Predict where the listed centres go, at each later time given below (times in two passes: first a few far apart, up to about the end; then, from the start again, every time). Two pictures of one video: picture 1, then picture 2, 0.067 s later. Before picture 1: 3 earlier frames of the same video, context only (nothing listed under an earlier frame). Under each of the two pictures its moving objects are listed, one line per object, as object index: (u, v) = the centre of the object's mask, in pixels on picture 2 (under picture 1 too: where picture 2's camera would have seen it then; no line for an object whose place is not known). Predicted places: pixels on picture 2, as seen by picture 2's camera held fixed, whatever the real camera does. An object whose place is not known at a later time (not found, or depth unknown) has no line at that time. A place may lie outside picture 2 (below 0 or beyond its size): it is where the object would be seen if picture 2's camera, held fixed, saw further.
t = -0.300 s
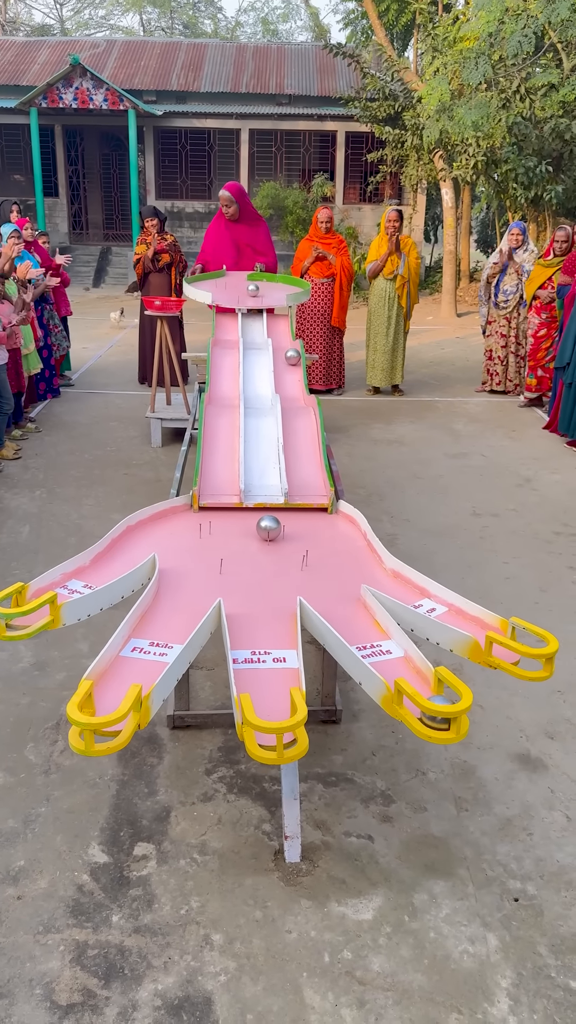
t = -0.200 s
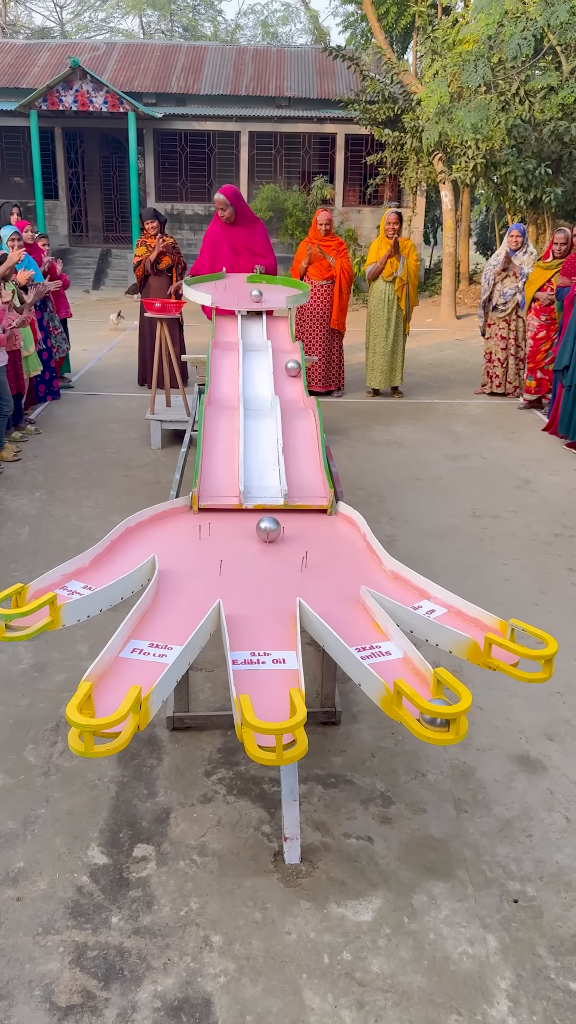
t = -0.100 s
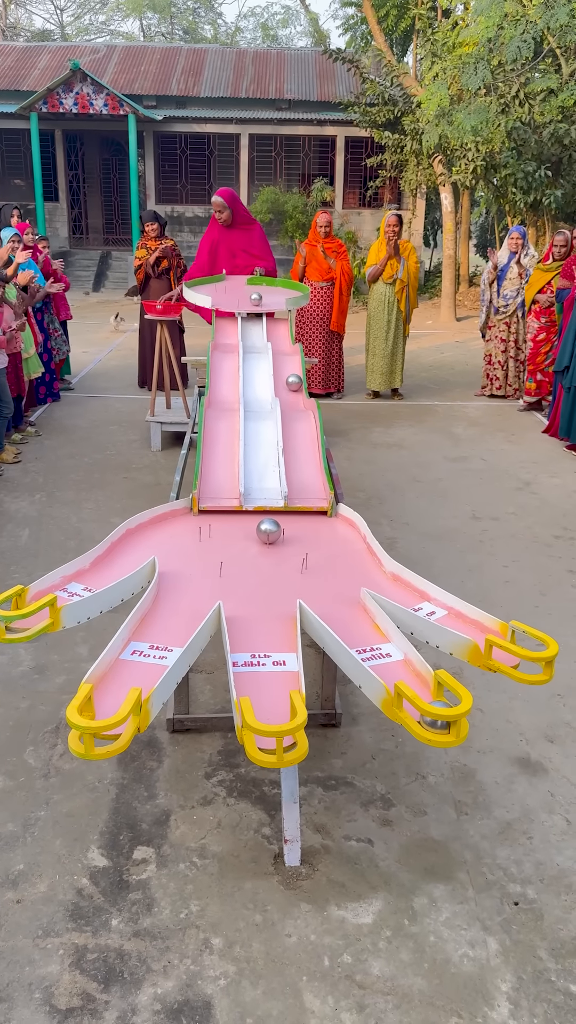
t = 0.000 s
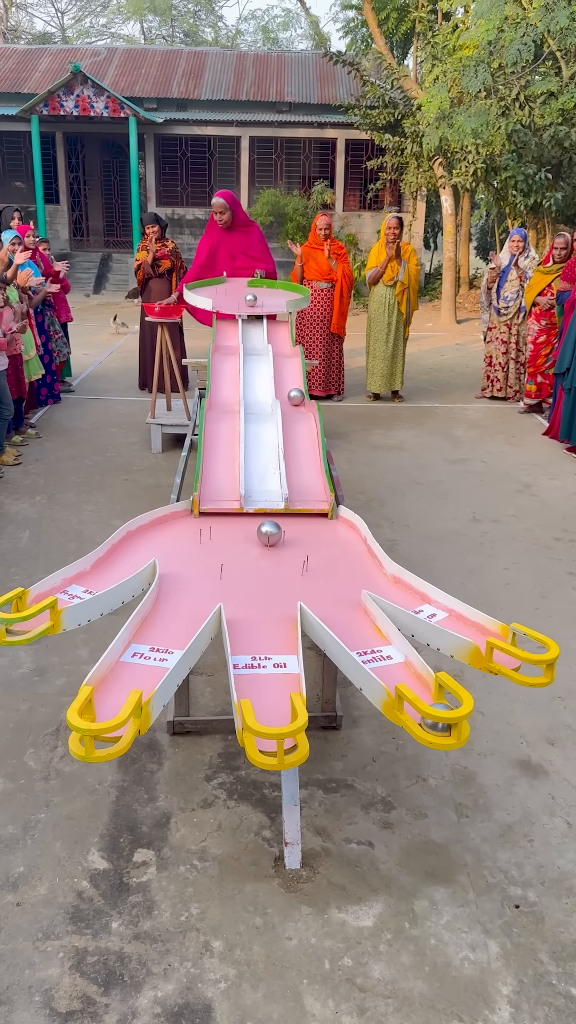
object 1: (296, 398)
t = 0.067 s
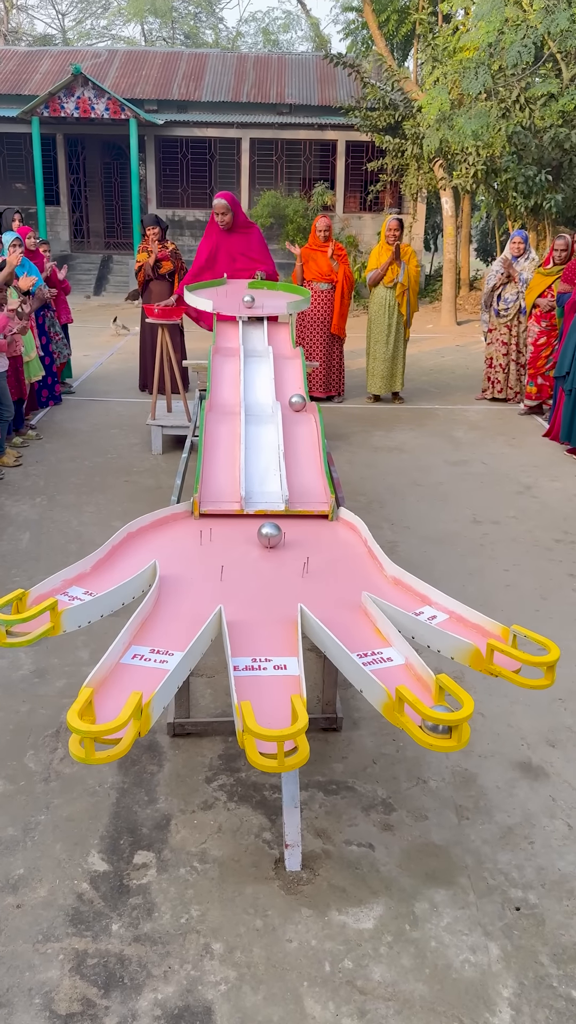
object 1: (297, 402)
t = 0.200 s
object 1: (300, 404)
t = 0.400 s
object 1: (304, 406)
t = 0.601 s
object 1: (308, 423)
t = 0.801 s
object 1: (312, 461)
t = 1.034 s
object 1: (320, 513)
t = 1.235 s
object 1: (331, 560)
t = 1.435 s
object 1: (346, 614)
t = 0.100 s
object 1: (298, 403)
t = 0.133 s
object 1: (298, 403)
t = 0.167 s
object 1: (299, 404)
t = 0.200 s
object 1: (300, 404)
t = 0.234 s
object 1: (300, 404)
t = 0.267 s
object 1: (301, 404)
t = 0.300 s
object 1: (302, 404)
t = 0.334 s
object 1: (303, 404)
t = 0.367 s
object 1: (303, 405)
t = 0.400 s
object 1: (304, 406)
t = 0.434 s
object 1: (305, 407)
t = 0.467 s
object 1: (306, 409)
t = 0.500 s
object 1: (306, 412)
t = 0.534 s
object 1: (307, 415)
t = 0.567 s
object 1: (308, 419)
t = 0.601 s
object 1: (308, 423)
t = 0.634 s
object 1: (309, 428)
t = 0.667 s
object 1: (309, 434)
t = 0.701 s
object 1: (310, 440)
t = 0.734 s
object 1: (311, 447)
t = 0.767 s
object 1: (311, 454)
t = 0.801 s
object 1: (312, 461)
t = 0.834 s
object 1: (313, 468)
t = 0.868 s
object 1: (314, 475)
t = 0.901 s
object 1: (315, 482)
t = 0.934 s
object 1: (316, 488)
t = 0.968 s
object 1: (317, 493)
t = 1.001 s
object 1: (318, 501)
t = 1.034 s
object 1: (320, 513)
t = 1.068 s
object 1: (321, 523)
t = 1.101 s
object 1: (323, 528)
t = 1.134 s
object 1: (325, 536)
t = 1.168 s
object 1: (327, 544)
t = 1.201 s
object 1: (329, 552)
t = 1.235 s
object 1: (331, 560)
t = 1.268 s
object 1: (333, 568)
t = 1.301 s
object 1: (335, 577)
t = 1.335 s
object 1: (338, 585)
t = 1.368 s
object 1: (340, 594)
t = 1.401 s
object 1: (343, 604)
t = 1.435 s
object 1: (346, 614)
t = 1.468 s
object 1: (349, 625)
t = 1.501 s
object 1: (353, 635)
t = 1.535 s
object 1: (359, 644)
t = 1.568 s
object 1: (371, 653)
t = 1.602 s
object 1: (384, 662)
